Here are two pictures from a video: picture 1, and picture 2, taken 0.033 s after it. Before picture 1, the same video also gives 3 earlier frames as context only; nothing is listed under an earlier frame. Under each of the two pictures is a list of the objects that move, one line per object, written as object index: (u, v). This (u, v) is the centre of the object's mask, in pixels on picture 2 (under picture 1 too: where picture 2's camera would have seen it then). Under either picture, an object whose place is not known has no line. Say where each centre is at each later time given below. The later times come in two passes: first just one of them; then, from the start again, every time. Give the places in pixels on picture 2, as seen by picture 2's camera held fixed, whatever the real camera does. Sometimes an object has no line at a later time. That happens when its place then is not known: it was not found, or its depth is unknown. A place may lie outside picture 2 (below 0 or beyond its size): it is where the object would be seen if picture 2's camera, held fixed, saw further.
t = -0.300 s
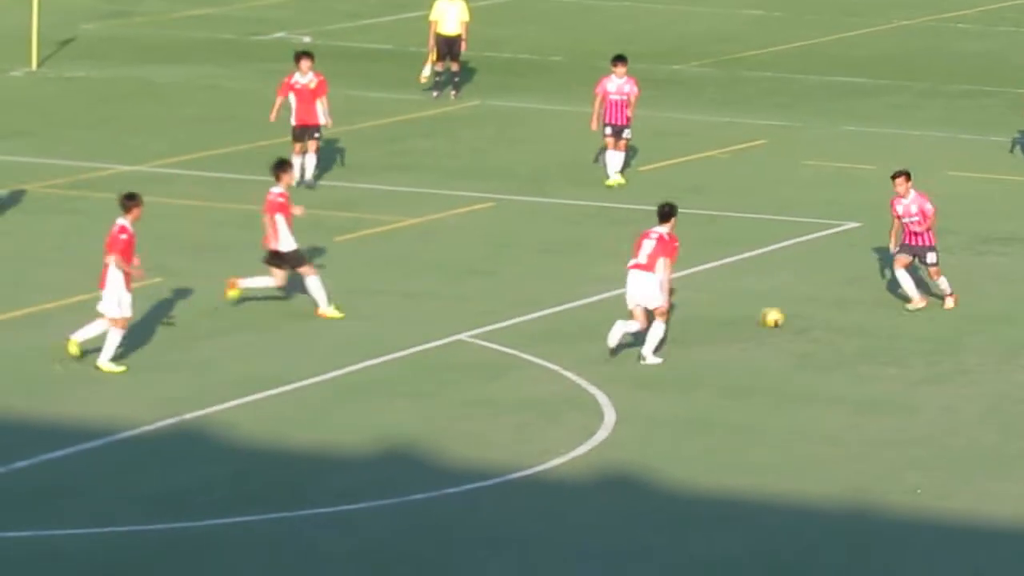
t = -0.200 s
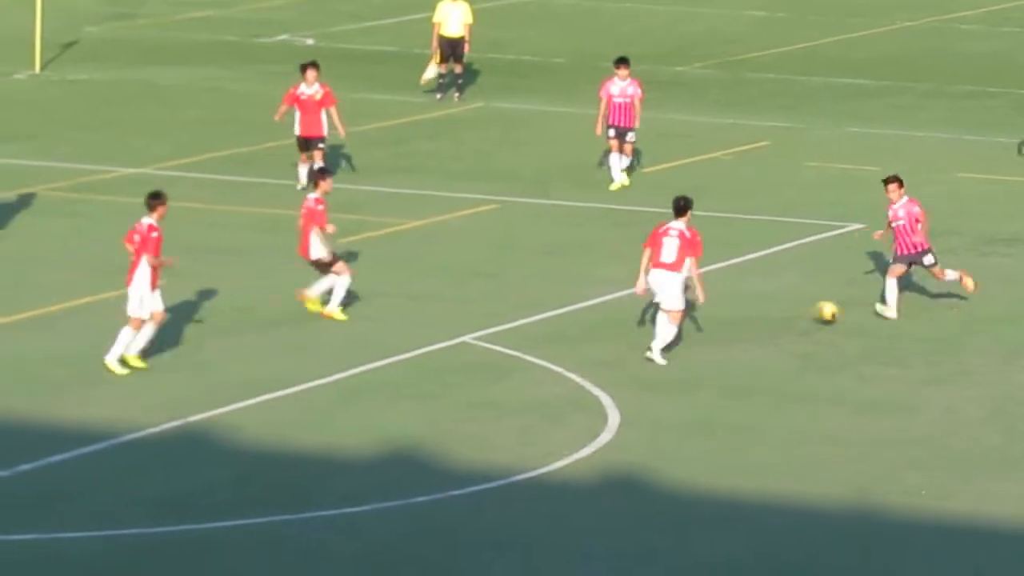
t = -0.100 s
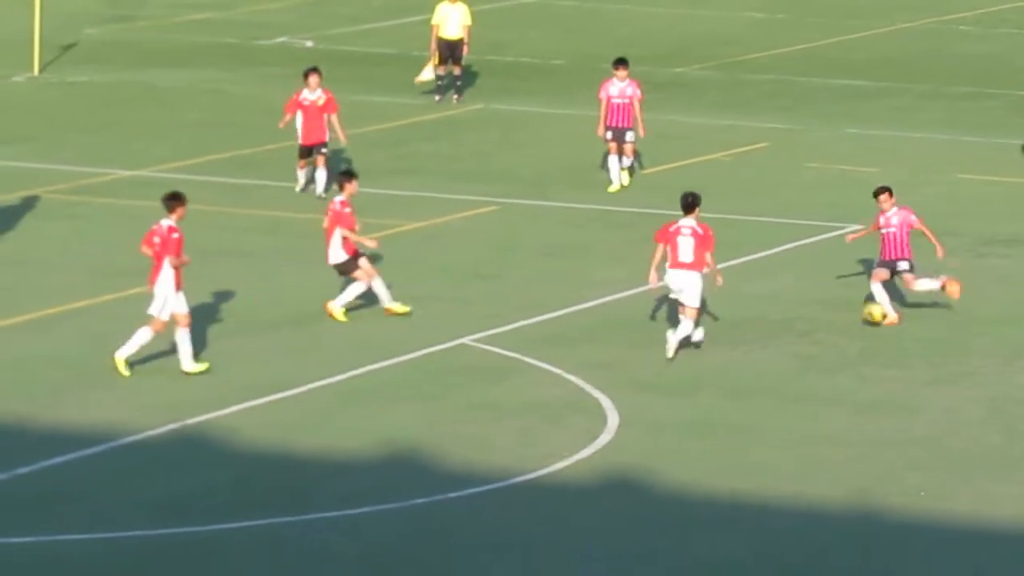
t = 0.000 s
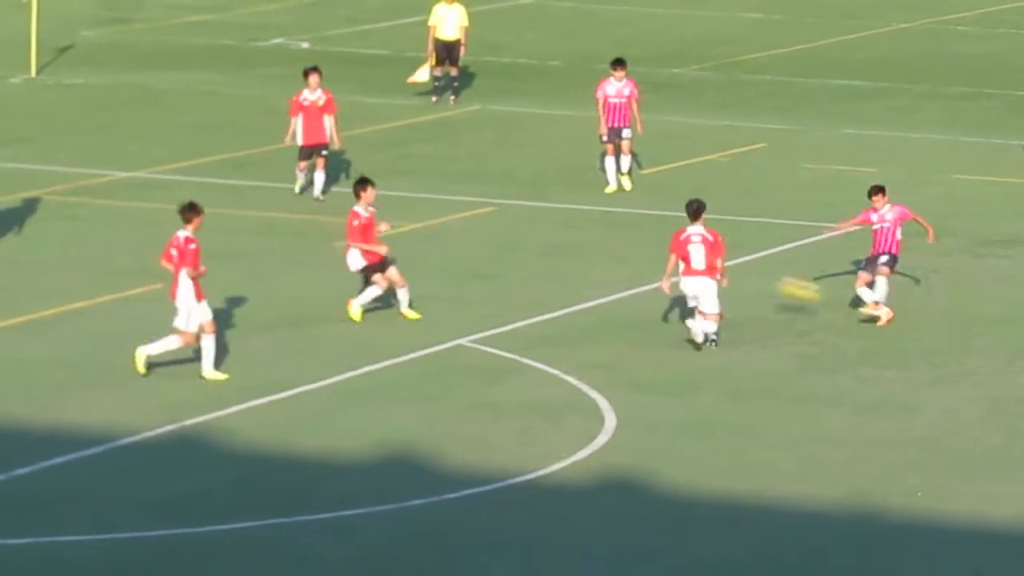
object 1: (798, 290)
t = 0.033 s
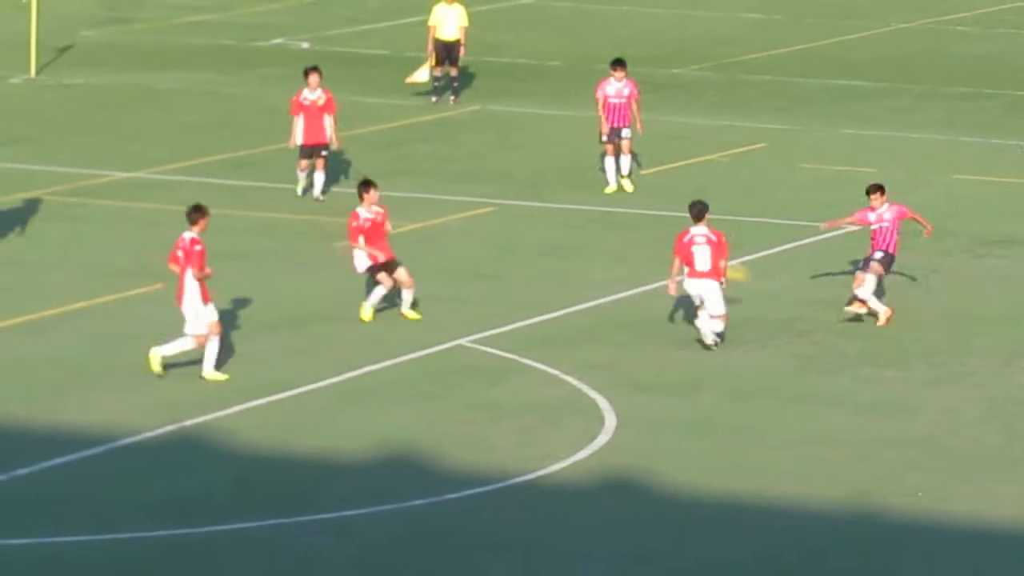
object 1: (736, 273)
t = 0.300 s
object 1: (167, 152)
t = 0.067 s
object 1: (653, 253)
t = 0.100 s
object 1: (582, 236)
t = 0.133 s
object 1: (511, 220)
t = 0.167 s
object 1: (438, 205)
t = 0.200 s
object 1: (383, 192)
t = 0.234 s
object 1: (294, 176)
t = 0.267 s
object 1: (232, 164)
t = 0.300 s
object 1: (167, 152)
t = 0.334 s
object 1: (96, 141)
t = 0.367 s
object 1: (26, 130)
